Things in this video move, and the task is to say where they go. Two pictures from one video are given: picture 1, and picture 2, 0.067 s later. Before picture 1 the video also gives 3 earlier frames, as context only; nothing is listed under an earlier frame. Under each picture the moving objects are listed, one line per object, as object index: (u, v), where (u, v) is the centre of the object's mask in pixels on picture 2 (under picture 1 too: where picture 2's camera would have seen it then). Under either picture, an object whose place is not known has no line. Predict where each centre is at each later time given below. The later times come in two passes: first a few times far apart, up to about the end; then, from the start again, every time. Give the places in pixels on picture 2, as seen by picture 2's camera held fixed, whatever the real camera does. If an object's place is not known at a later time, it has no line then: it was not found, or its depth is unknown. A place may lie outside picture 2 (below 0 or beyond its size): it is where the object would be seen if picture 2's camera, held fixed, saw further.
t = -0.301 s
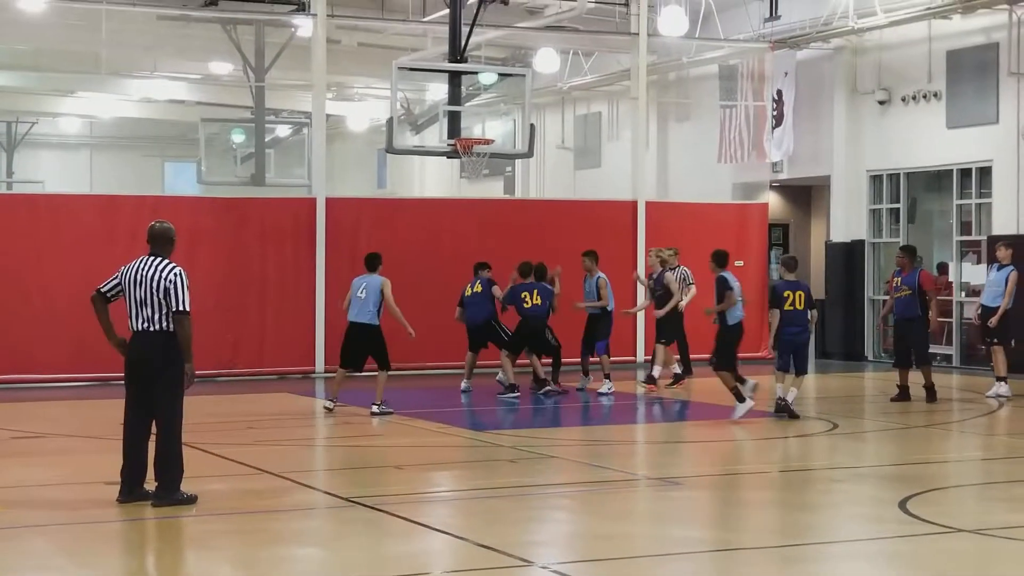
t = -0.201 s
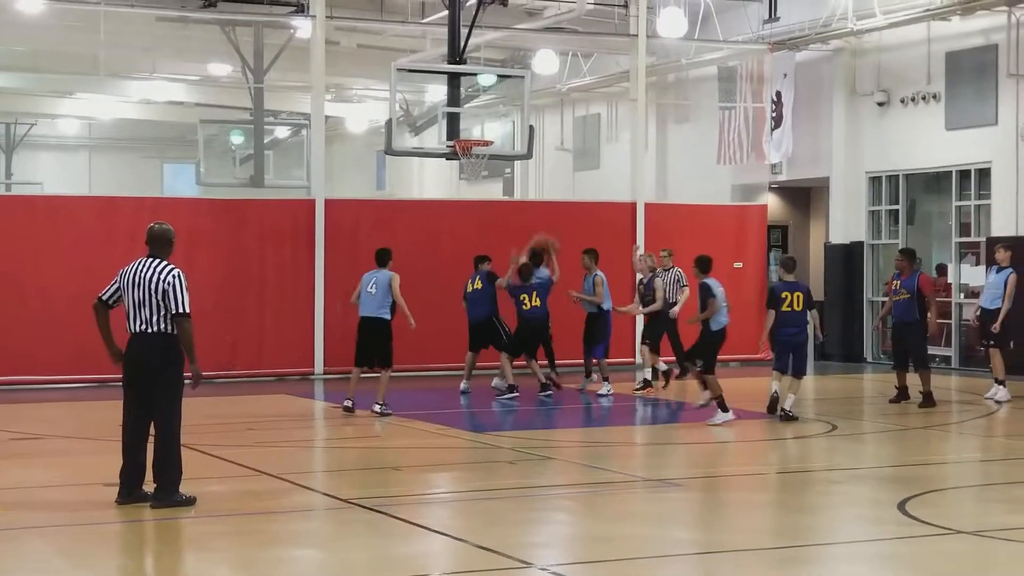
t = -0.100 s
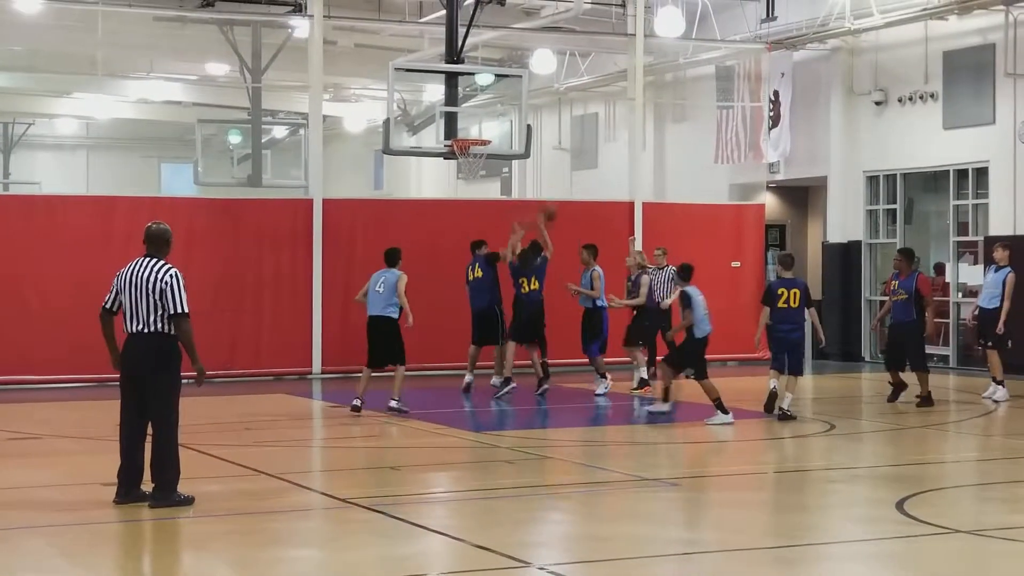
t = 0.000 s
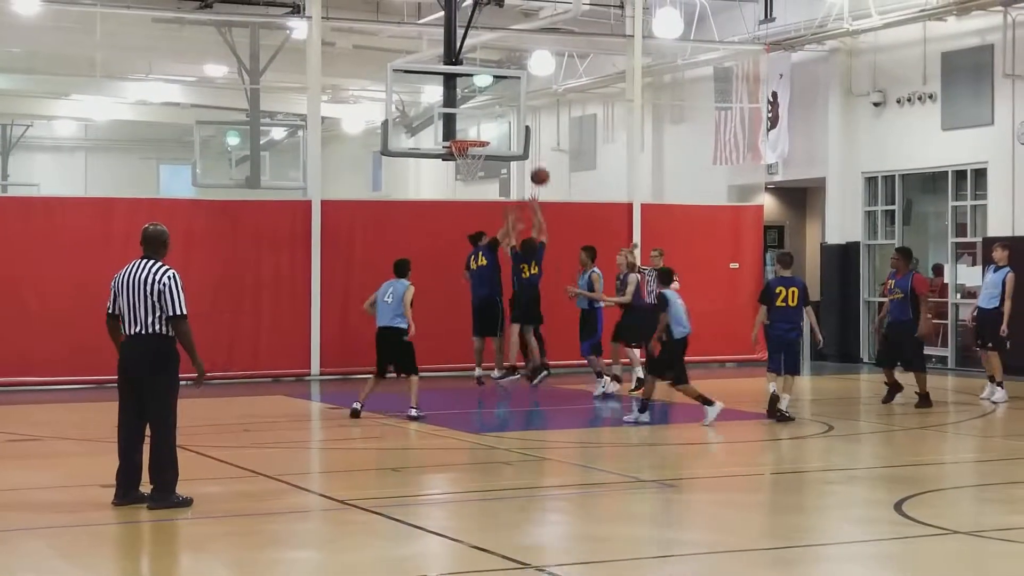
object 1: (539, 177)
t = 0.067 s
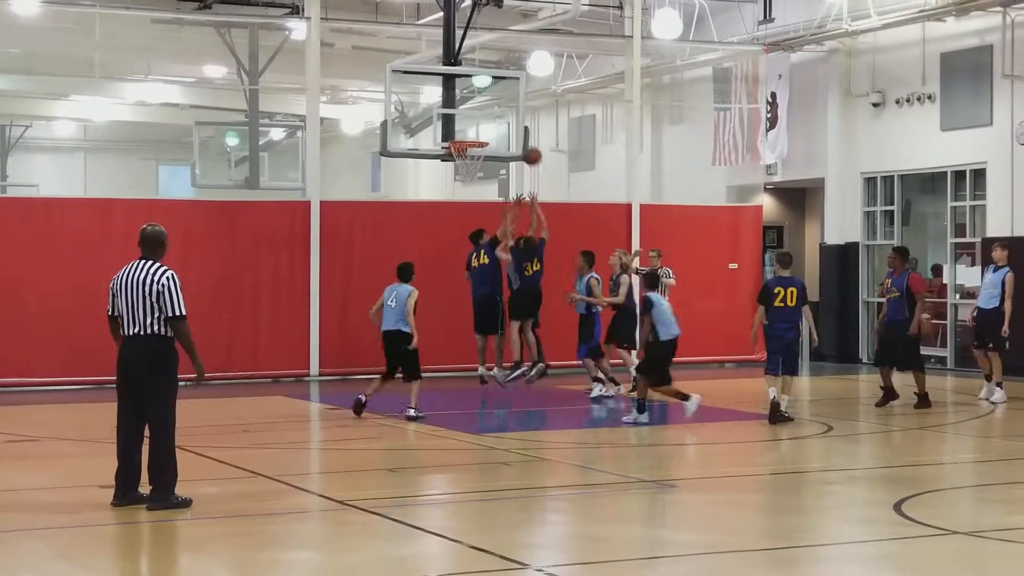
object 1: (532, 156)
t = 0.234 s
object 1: (516, 119)
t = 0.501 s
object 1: (488, 106)
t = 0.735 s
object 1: (469, 132)
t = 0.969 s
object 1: (486, 121)
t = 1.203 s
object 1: (504, 150)
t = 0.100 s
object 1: (529, 147)
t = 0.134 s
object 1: (525, 138)
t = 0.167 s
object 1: (522, 131)
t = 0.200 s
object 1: (519, 125)
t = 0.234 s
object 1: (516, 119)
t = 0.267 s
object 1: (512, 115)
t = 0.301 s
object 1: (508, 111)
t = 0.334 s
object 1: (505, 108)
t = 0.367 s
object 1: (502, 106)
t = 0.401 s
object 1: (498, 104)
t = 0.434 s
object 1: (495, 104)
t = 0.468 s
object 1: (491, 105)
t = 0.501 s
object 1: (488, 106)
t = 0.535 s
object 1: (484, 108)
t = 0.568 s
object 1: (481, 111)
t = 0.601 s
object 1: (477, 115)
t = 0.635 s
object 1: (474, 120)
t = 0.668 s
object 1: (470, 126)
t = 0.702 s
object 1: (468, 132)
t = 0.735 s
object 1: (469, 132)
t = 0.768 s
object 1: (471, 128)
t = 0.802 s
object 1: (474, 124)
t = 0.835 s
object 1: (476, 122)
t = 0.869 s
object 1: (479, 120)
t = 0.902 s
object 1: (481, 120)
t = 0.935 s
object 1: (484, 120)
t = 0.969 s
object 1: (486, 121)
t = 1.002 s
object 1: (489, 123)
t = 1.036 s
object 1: (491, 126)
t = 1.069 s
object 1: (494, 130)
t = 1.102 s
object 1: (496, 135)
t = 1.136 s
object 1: (499, 140)
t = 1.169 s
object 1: (502, 144)
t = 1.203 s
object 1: (504, 150)
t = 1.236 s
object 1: (507, 155)
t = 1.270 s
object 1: (510, 163)
